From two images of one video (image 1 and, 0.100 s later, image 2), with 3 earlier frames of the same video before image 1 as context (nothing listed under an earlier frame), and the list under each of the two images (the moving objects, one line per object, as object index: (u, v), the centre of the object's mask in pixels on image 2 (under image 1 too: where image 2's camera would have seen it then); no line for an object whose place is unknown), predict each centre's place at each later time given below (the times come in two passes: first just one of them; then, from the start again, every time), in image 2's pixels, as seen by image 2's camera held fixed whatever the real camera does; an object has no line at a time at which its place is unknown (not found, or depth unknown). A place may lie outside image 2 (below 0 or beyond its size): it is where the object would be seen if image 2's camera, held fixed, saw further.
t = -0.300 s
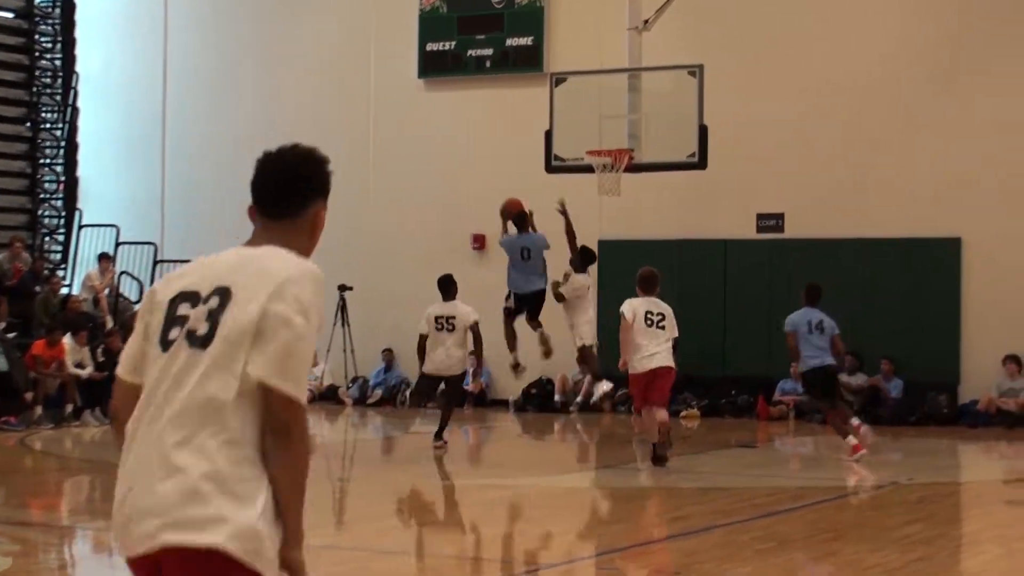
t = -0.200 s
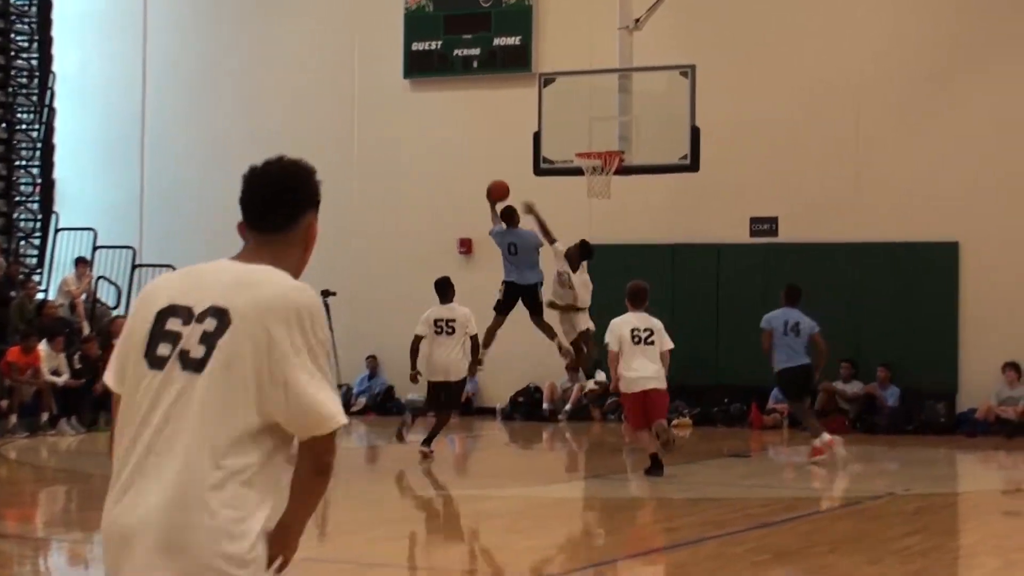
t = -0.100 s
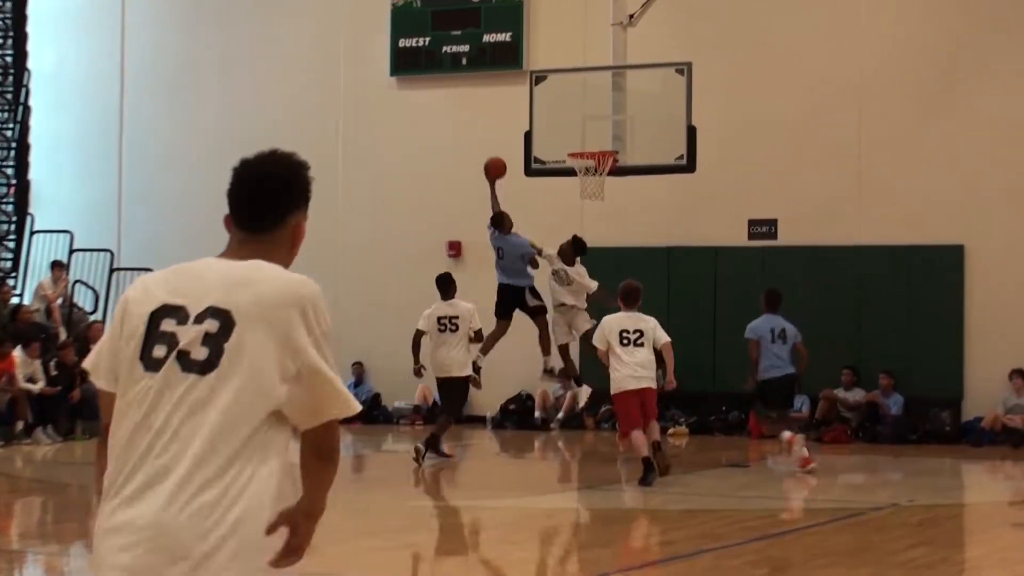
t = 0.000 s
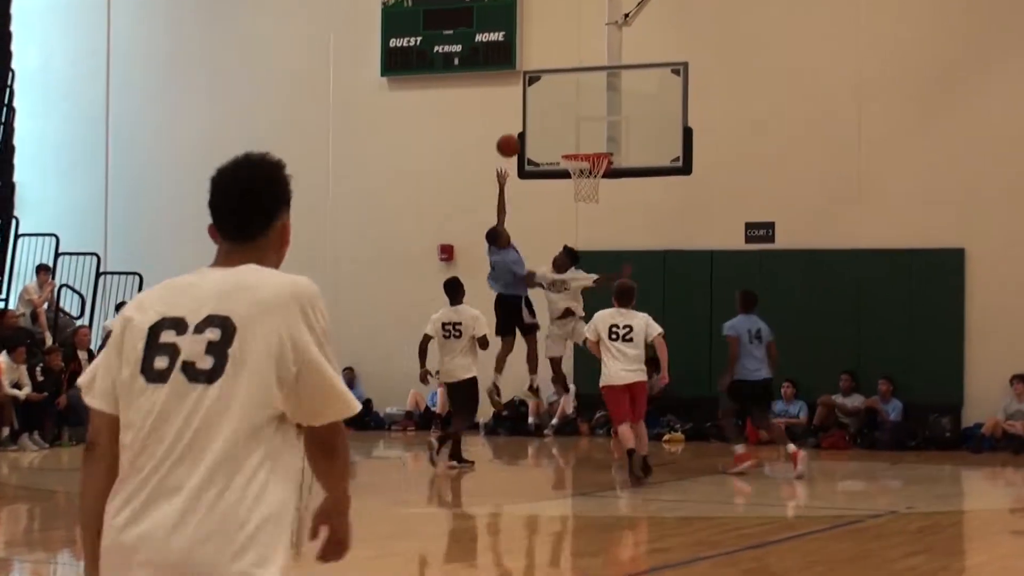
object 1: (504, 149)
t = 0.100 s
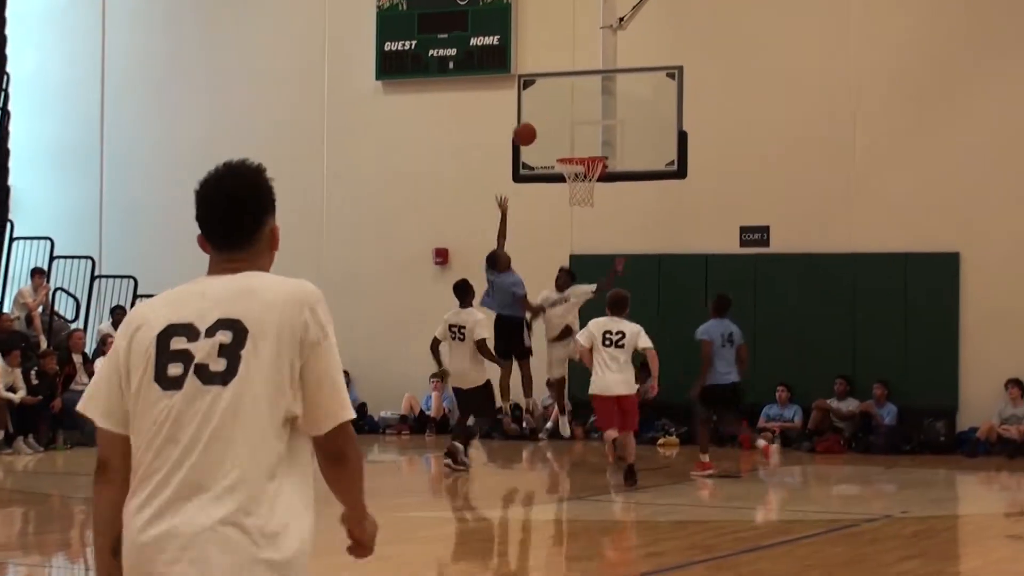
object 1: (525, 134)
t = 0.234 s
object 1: (551, 129)
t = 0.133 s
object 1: (532, 131)
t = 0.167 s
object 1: (538, 130)
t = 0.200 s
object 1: (545, 129)
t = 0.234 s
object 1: (551, 129)
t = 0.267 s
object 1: (558, 131)
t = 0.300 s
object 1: (565, 133)
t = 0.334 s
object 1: (572, 137)
